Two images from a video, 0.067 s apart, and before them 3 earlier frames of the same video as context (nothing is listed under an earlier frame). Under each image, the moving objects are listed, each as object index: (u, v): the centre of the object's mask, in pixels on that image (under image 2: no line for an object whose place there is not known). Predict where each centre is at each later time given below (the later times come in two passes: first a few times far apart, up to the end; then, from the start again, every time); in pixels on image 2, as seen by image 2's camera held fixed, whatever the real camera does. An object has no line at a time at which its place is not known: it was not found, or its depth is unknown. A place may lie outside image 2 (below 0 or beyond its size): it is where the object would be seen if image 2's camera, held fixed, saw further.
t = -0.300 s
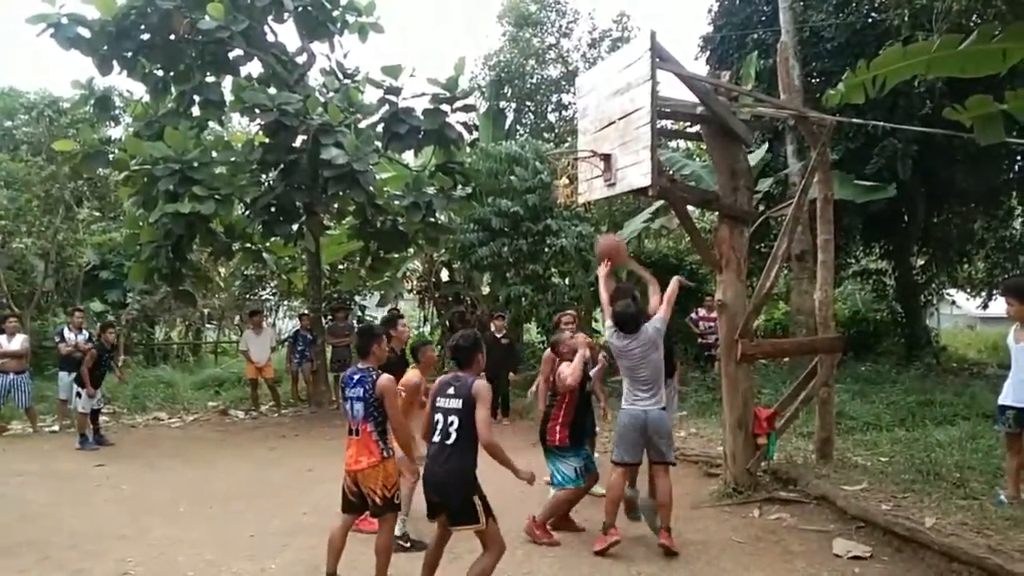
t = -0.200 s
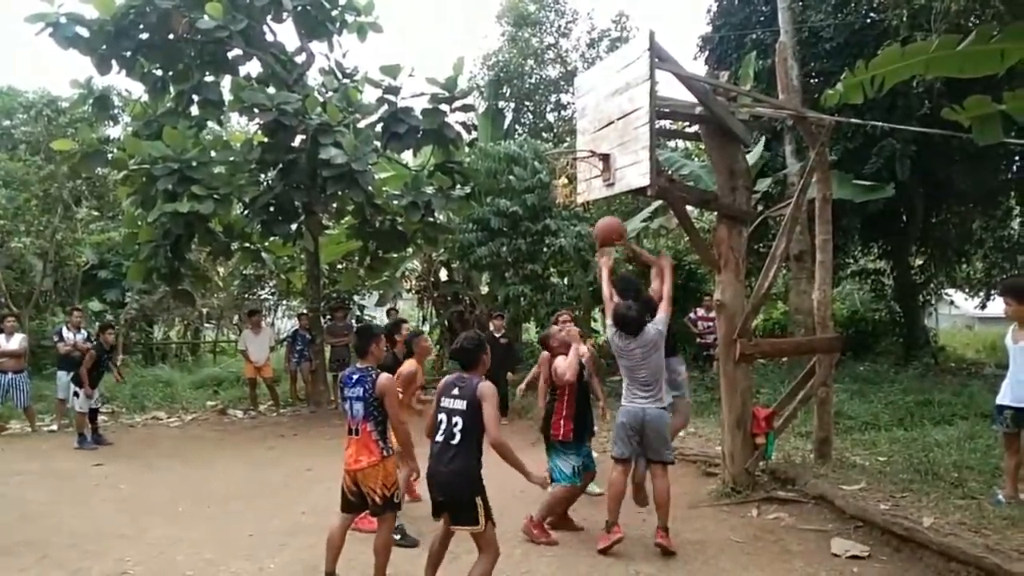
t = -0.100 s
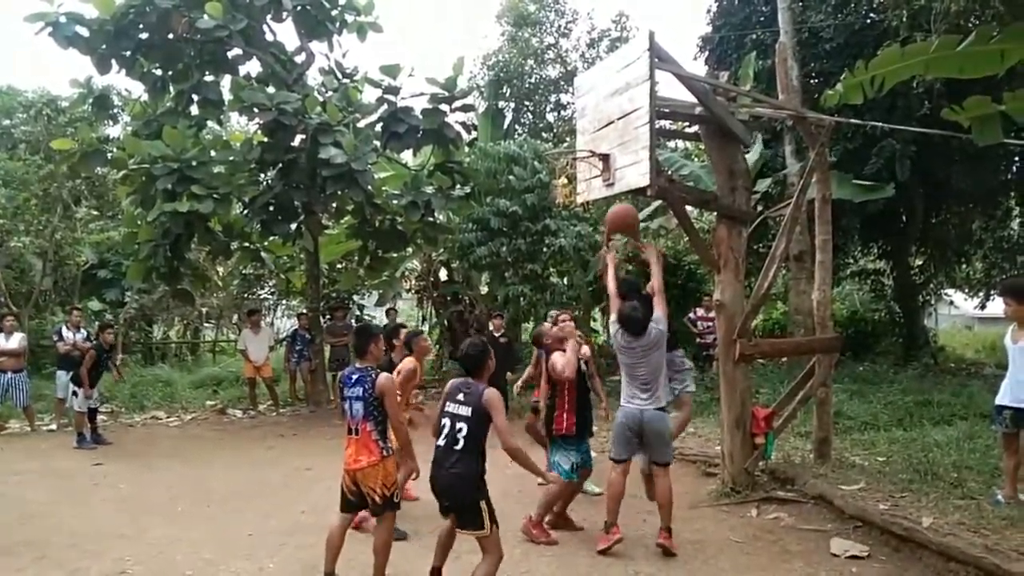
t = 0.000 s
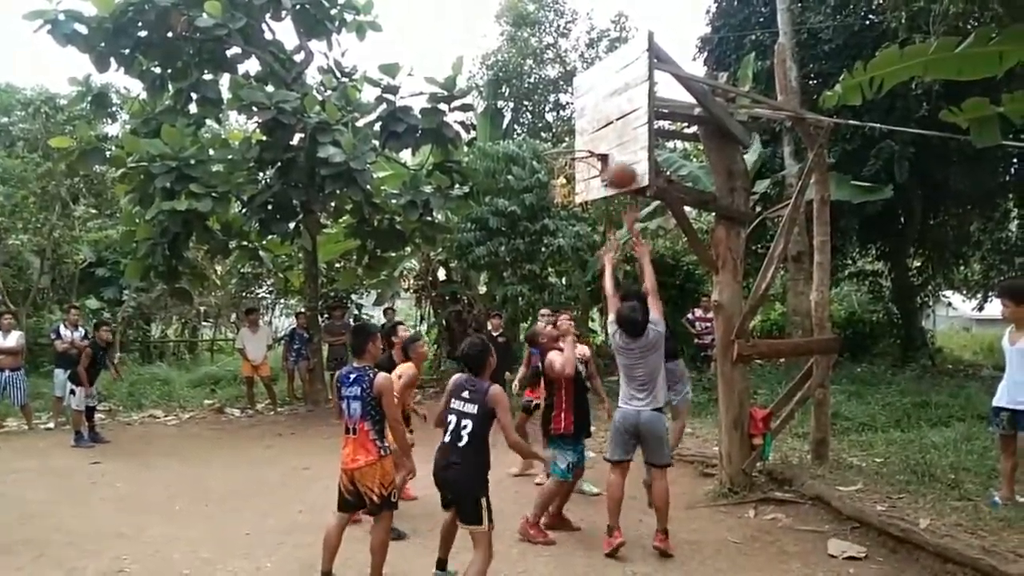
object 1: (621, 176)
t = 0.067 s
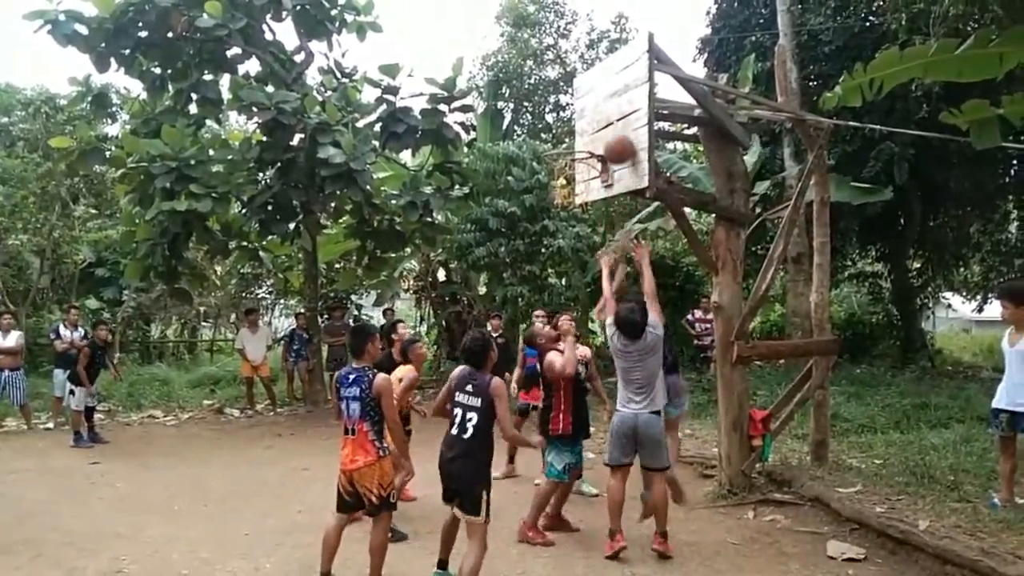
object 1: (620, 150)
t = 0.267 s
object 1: (598, 119)
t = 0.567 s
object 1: (564, 163)
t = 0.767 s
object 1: (562, 227)
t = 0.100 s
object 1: (615, 141)
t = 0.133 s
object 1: (611, 133)
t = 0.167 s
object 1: (608, 128)
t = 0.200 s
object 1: (604, 123)
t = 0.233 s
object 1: (601, 120)
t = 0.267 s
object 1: (598, 119)
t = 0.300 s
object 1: (595, 118)
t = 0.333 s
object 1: (591, 120)
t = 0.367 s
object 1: (588, 122)
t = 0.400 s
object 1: (584, 126)
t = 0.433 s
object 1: (580, 131)
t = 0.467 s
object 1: (577, 138)
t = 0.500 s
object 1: (573, 145)
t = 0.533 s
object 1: (570, 154)
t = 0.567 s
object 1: (564, 163)
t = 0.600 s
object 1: (563, 175)
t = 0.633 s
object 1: (562, 184)
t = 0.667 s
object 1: (561, 193)
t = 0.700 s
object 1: (562, 201)
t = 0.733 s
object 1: (562, 214)
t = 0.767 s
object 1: (562, 227)
